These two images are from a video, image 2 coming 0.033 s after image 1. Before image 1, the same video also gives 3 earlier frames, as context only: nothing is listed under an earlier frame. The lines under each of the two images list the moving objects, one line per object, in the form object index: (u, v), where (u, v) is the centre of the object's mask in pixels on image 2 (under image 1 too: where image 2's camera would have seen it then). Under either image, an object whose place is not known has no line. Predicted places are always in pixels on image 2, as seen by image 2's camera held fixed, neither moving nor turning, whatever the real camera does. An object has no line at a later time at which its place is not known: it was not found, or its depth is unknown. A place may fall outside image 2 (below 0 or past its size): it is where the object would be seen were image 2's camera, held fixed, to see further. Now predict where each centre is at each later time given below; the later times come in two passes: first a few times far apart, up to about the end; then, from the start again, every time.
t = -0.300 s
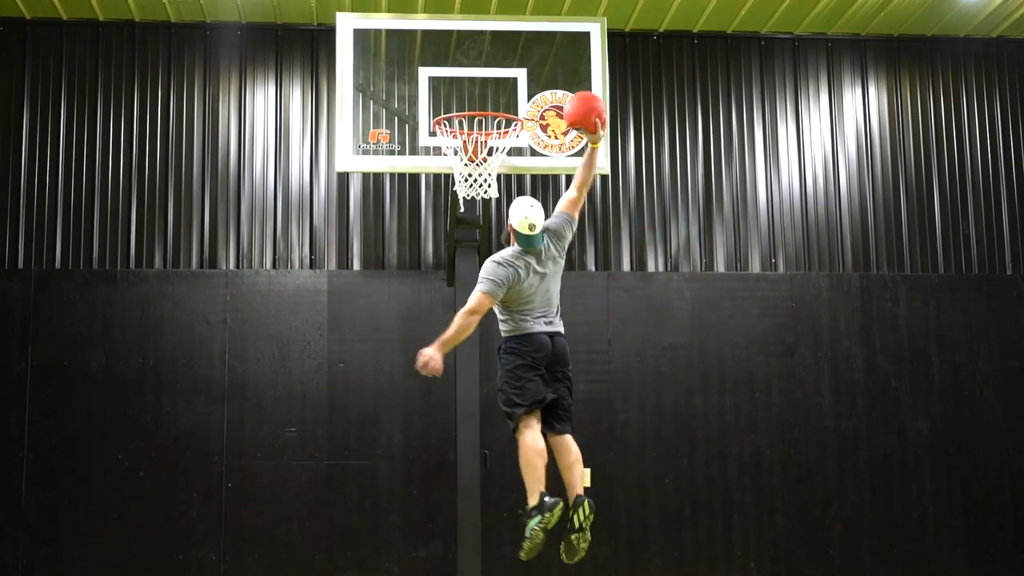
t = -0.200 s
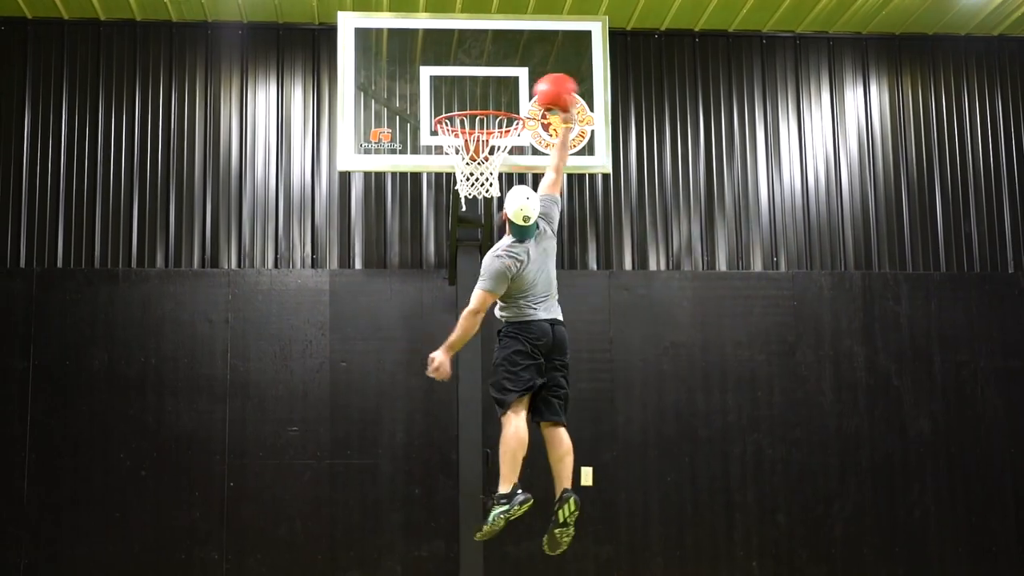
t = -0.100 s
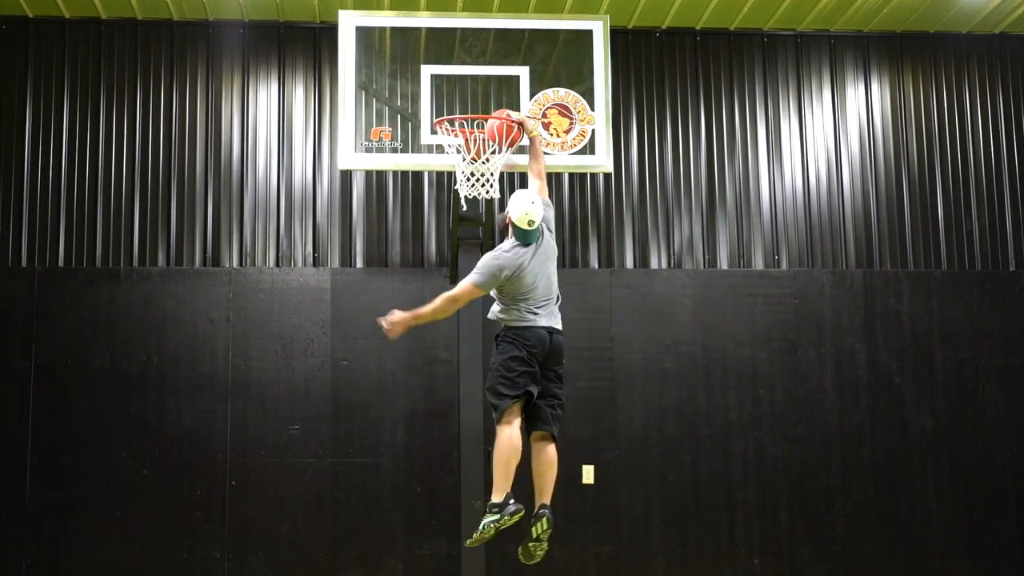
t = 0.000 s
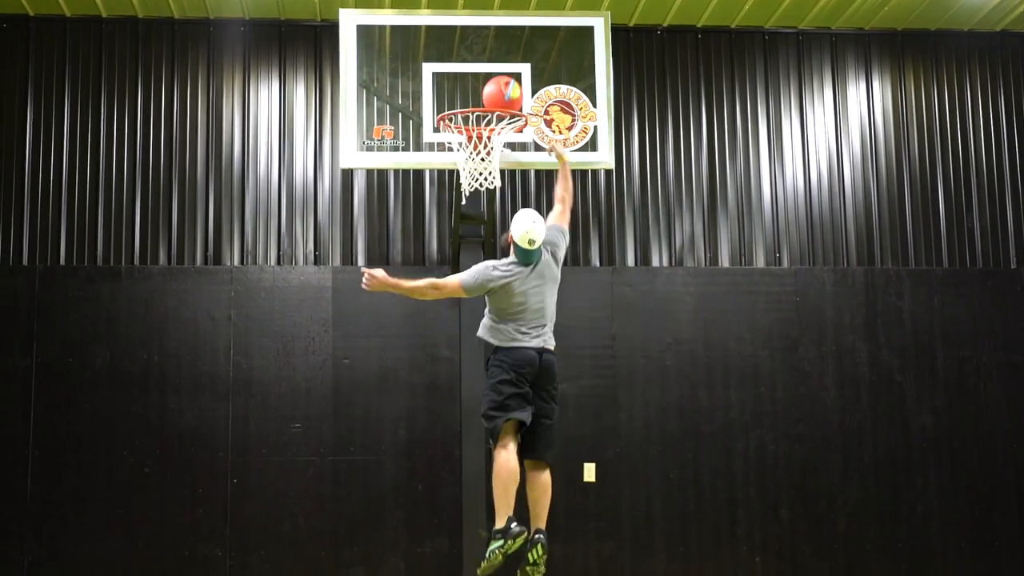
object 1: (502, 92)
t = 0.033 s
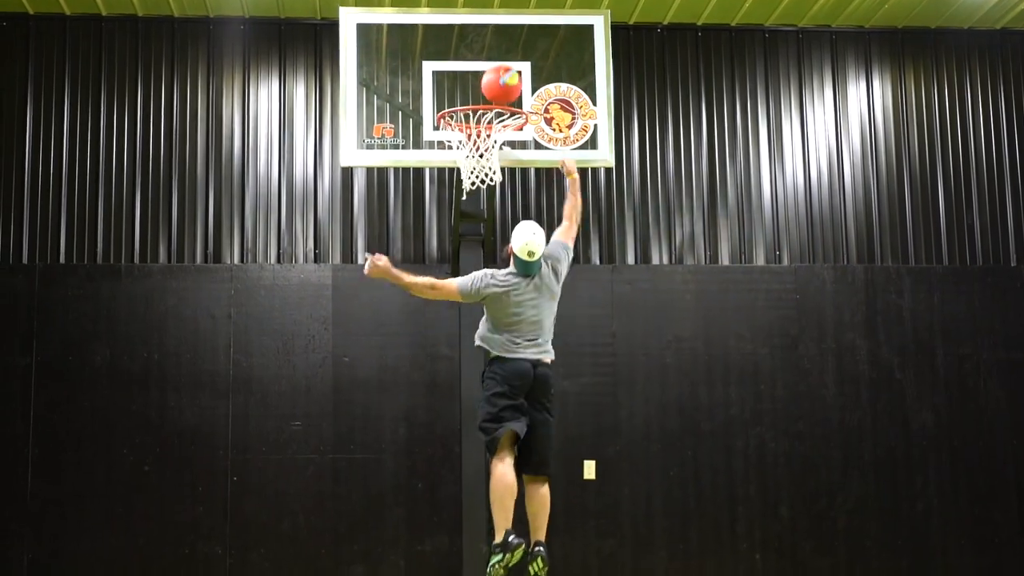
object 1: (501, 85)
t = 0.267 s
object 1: (494, 83)
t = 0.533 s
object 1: (476, 114)
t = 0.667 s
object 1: (475, 128)
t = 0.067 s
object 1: (500, 79)
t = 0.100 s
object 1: (499, 75)
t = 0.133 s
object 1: (498, 73)
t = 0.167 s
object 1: (497, 73)
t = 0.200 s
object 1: (496, 74)
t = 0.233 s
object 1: (495, 77)
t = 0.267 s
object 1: (494, 83)
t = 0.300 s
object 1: (494, 88)
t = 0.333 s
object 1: (492, 98)
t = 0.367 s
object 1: (492, 110)
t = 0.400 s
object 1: (491, 112)
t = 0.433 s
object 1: (486, 106)
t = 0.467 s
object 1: (481, 115)
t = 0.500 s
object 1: (481, 103)
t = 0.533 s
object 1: (476, 114)
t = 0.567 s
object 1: (473, 115)
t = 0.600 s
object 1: (471, 118)
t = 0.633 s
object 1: (472, 123)
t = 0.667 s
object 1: (475, 128)
